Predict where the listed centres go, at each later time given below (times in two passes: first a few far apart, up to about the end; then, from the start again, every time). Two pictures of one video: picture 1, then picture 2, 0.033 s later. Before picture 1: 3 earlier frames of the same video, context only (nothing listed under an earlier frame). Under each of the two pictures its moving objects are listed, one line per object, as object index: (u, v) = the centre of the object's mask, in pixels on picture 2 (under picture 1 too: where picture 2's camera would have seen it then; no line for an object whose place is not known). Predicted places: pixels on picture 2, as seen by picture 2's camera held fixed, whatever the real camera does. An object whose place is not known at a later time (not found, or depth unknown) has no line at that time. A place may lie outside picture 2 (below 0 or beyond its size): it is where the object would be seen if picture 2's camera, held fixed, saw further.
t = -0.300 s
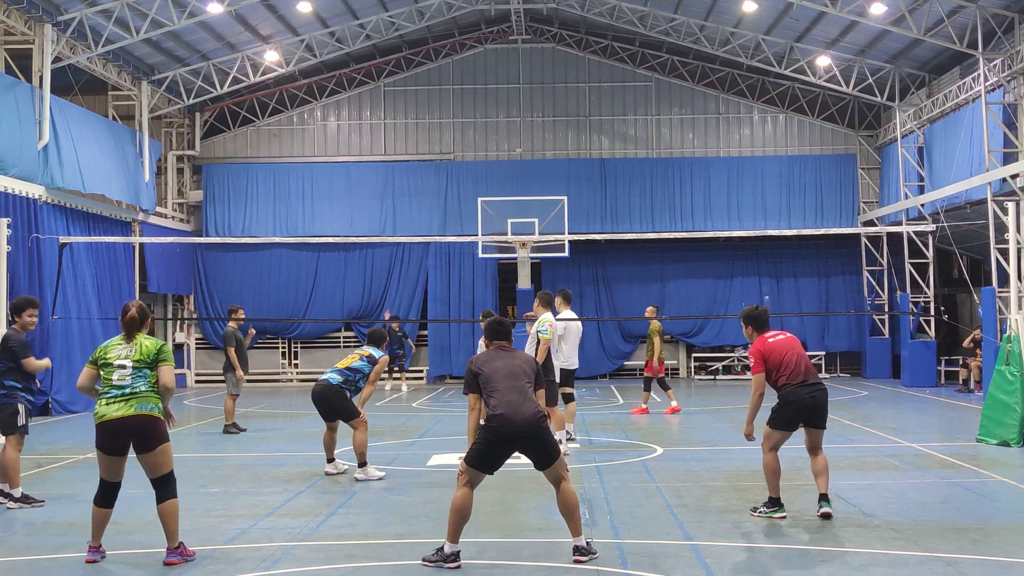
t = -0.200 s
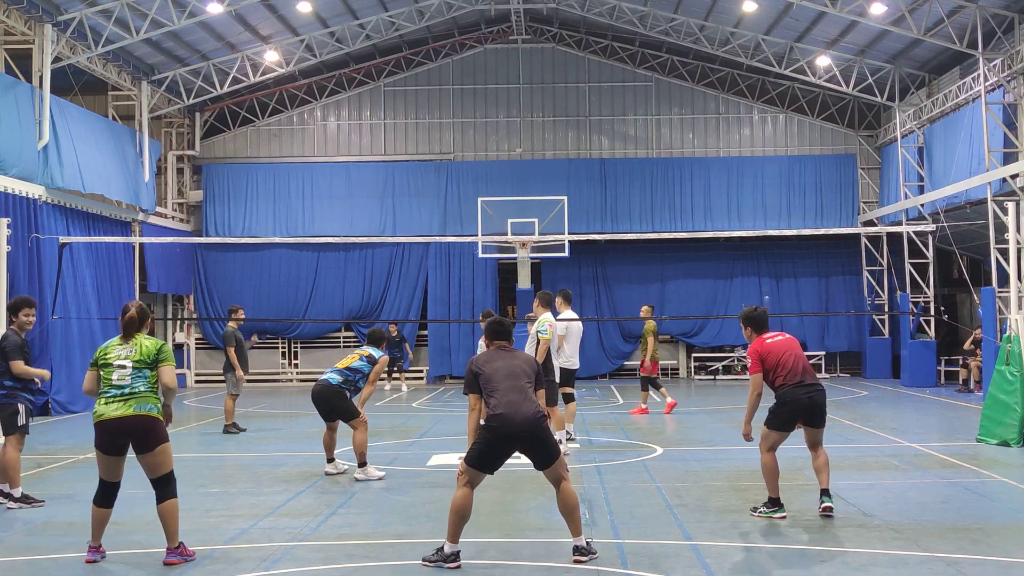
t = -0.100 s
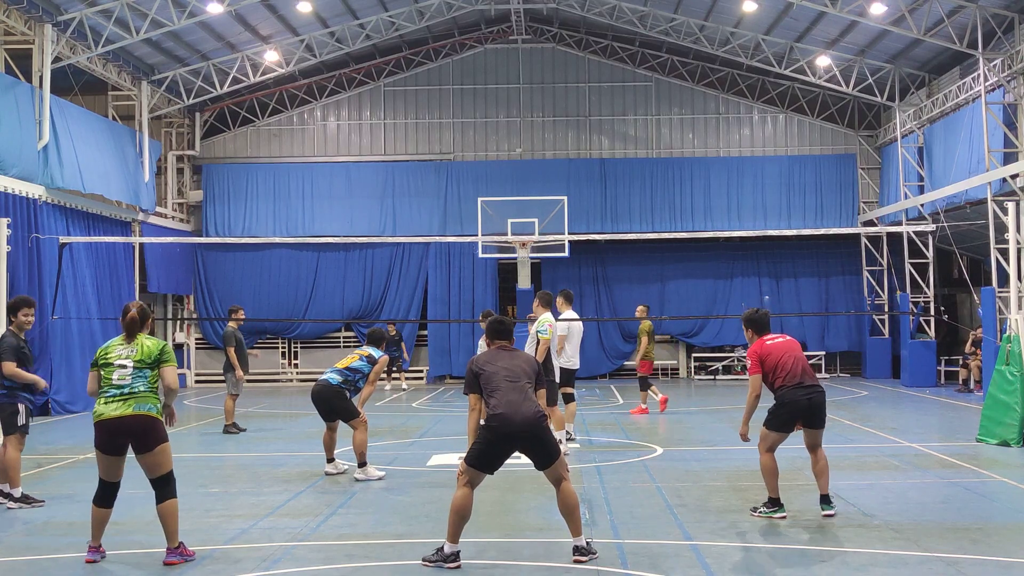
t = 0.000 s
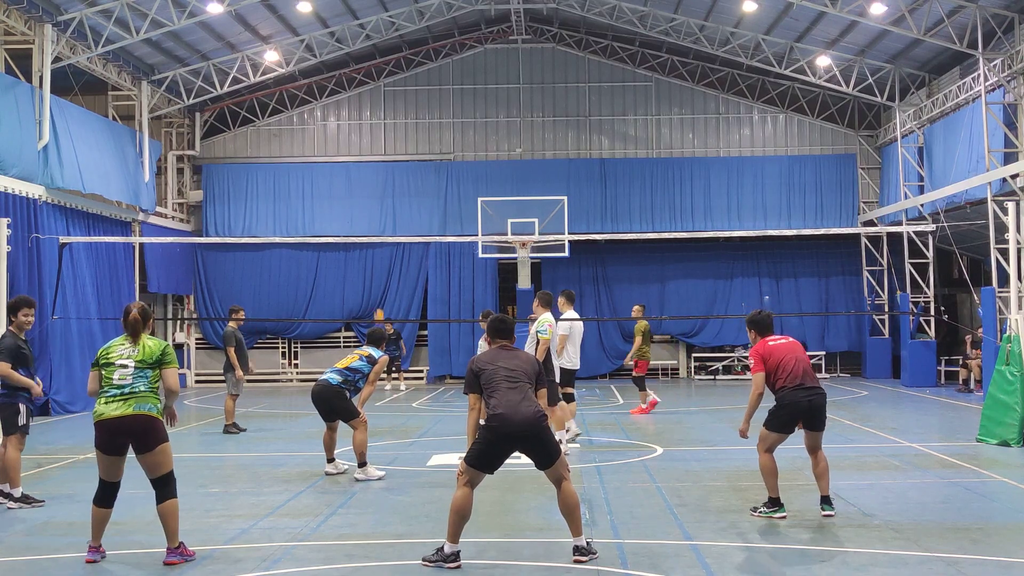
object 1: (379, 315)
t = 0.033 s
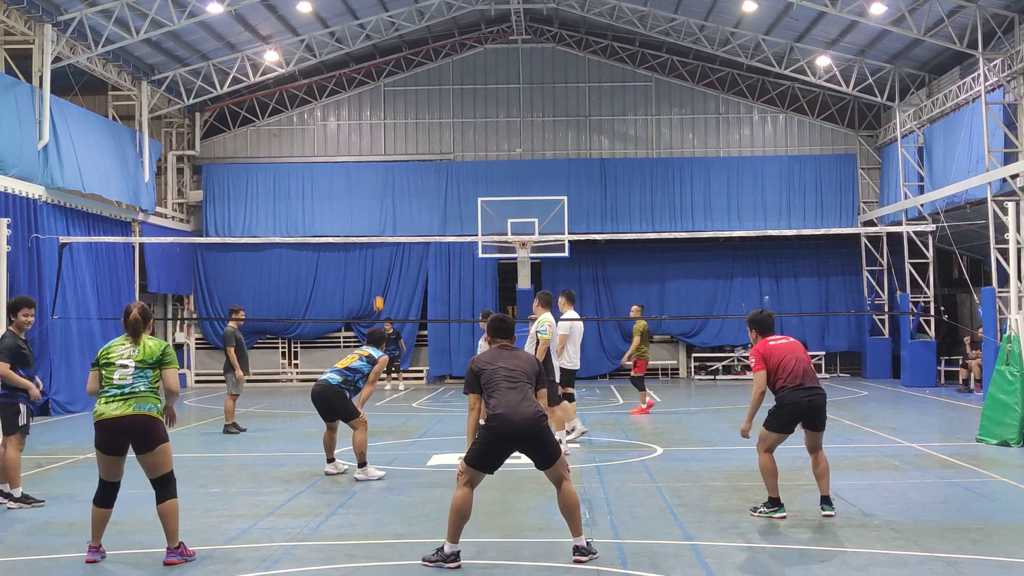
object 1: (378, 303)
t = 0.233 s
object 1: (376, 234)
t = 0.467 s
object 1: (375, 185)
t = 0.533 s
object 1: (375, 174)
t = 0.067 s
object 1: (378, 291)
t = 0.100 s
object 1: (378, 279)
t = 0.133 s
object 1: (377, 267)
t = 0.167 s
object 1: (377, 256)
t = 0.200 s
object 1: (377, 247)
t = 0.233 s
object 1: (376, 234)
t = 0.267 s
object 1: (377, 227)
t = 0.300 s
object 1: (377, 219)
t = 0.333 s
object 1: (376, 210)
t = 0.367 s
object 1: (376, 203)
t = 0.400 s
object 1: (376, 196)
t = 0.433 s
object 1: (376, 190)
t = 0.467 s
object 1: (375, 185)
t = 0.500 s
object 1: (375, 179)
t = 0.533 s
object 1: (375, 174)
